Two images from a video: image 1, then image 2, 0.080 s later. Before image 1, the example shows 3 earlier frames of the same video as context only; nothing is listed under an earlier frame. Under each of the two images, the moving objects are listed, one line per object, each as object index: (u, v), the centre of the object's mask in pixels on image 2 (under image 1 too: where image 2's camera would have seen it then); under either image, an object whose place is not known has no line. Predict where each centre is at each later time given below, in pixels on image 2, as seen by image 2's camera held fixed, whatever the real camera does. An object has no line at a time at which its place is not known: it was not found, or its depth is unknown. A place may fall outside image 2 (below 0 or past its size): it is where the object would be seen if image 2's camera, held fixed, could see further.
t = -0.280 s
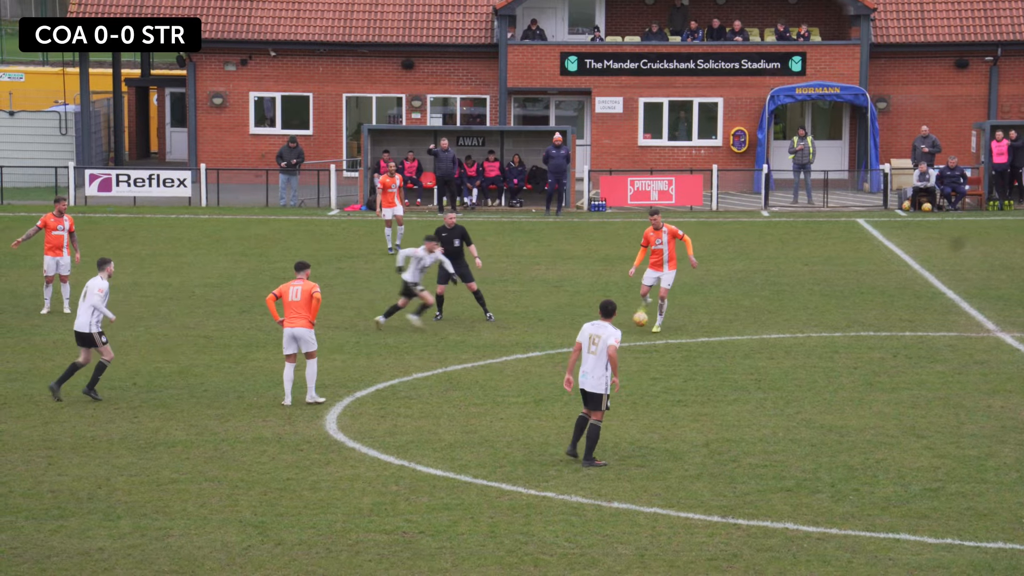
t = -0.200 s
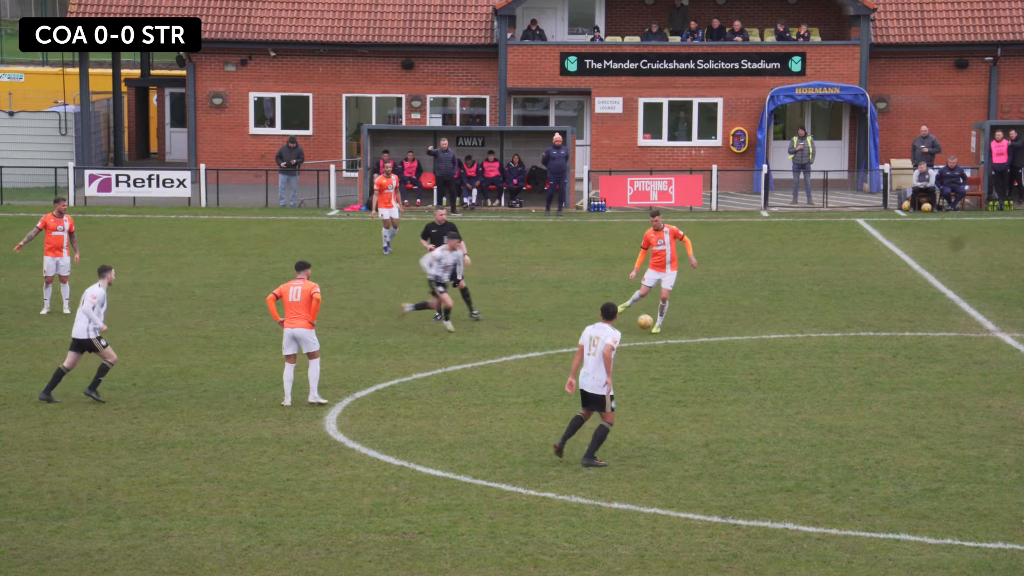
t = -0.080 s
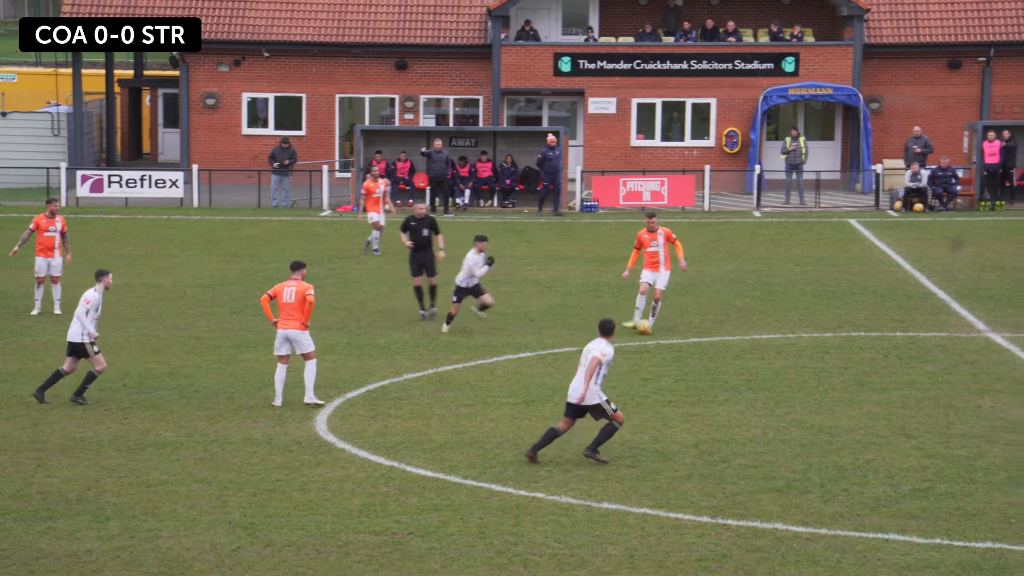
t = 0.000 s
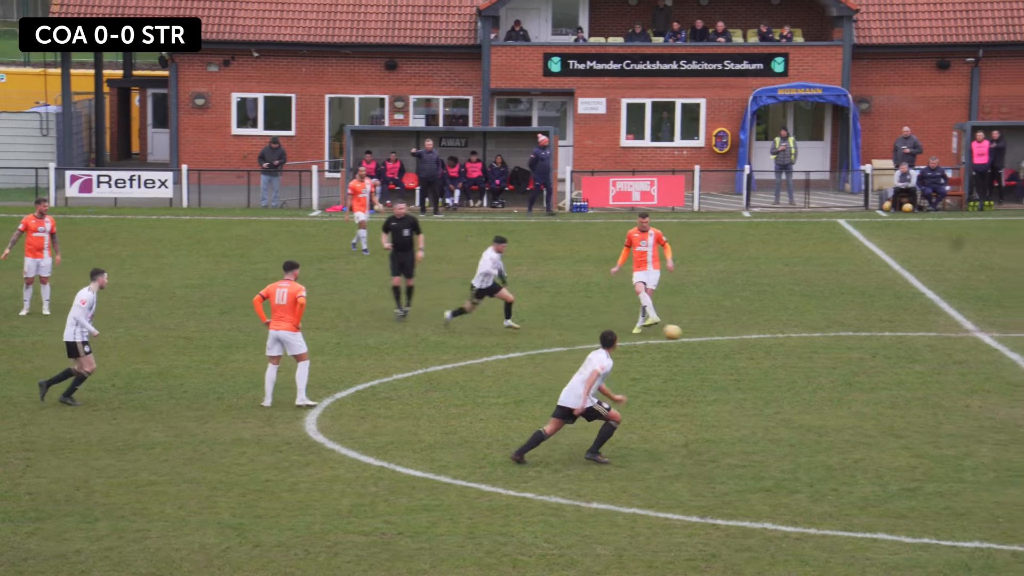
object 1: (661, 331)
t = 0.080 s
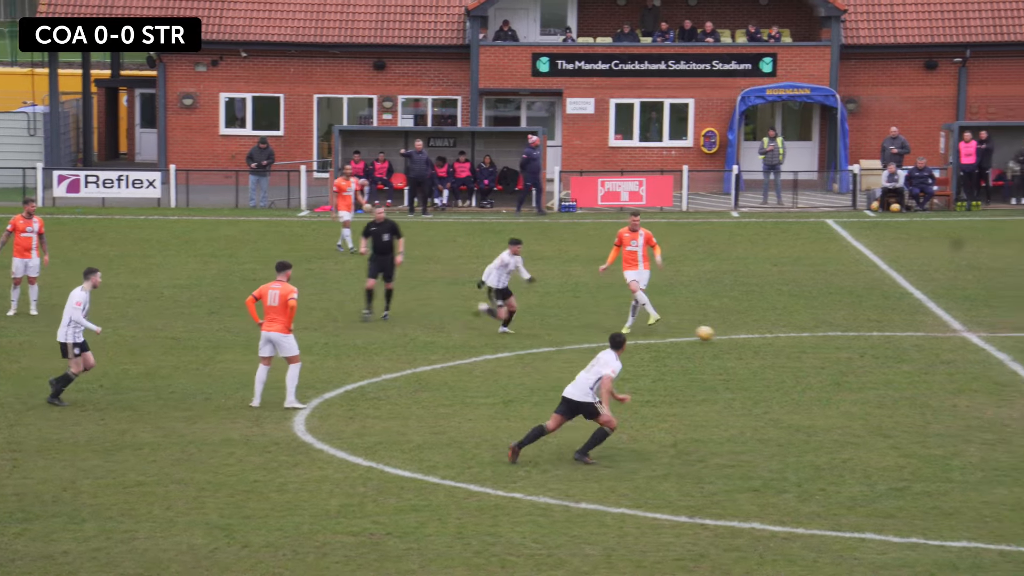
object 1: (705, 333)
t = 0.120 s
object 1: (726, 335)
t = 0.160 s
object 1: (747, 338)
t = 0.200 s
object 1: (769, 343)
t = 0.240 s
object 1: (788, 344)
